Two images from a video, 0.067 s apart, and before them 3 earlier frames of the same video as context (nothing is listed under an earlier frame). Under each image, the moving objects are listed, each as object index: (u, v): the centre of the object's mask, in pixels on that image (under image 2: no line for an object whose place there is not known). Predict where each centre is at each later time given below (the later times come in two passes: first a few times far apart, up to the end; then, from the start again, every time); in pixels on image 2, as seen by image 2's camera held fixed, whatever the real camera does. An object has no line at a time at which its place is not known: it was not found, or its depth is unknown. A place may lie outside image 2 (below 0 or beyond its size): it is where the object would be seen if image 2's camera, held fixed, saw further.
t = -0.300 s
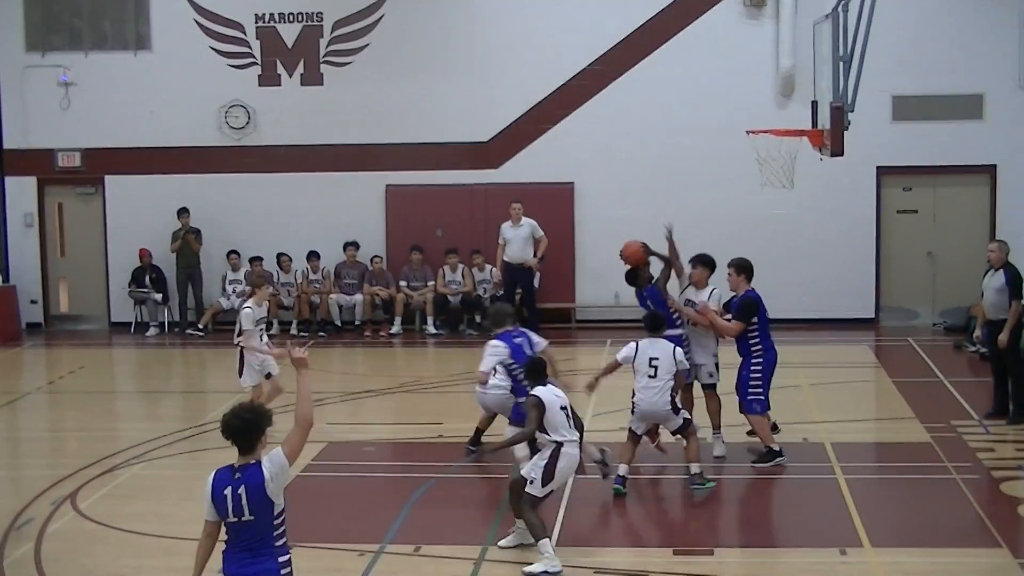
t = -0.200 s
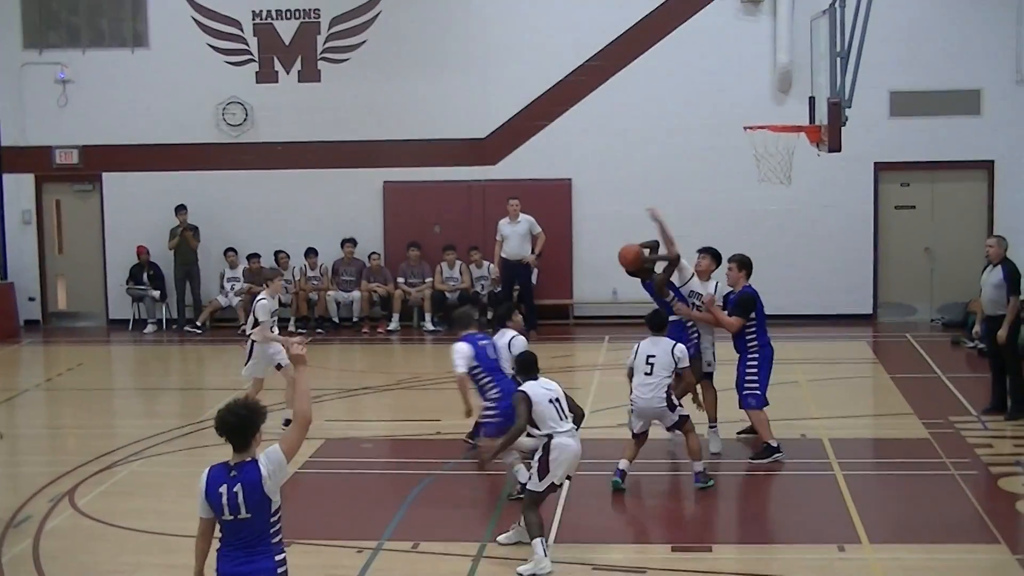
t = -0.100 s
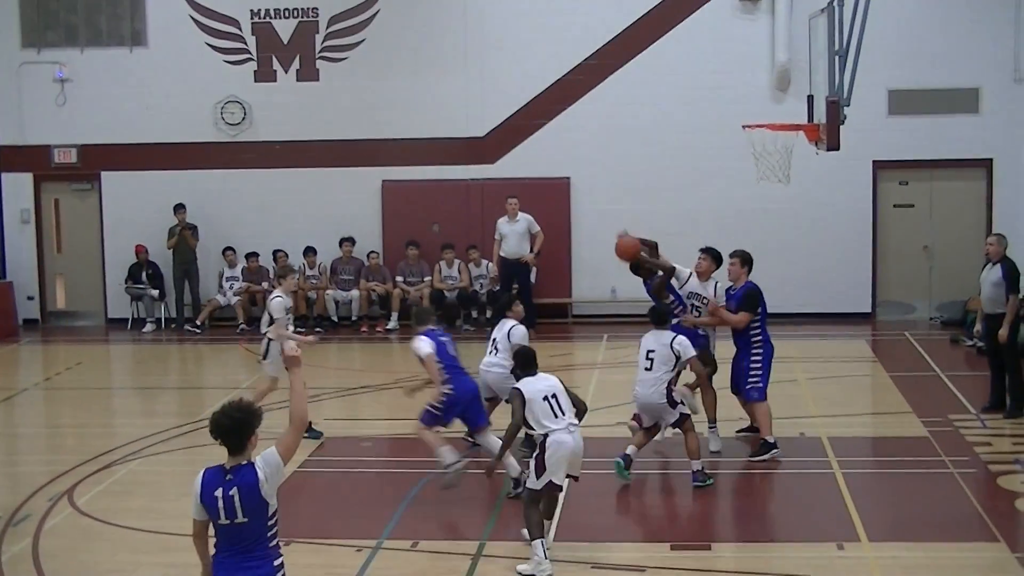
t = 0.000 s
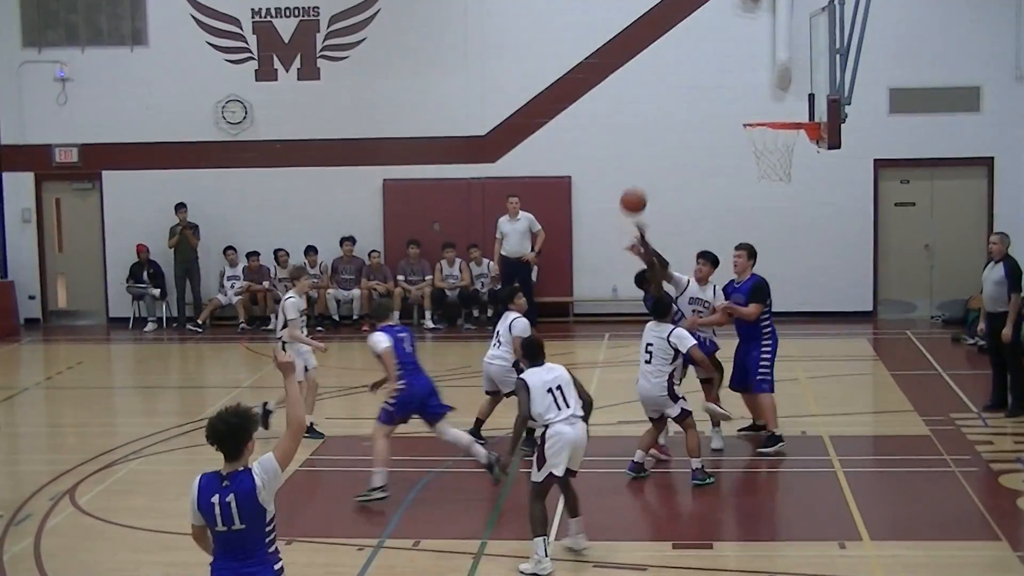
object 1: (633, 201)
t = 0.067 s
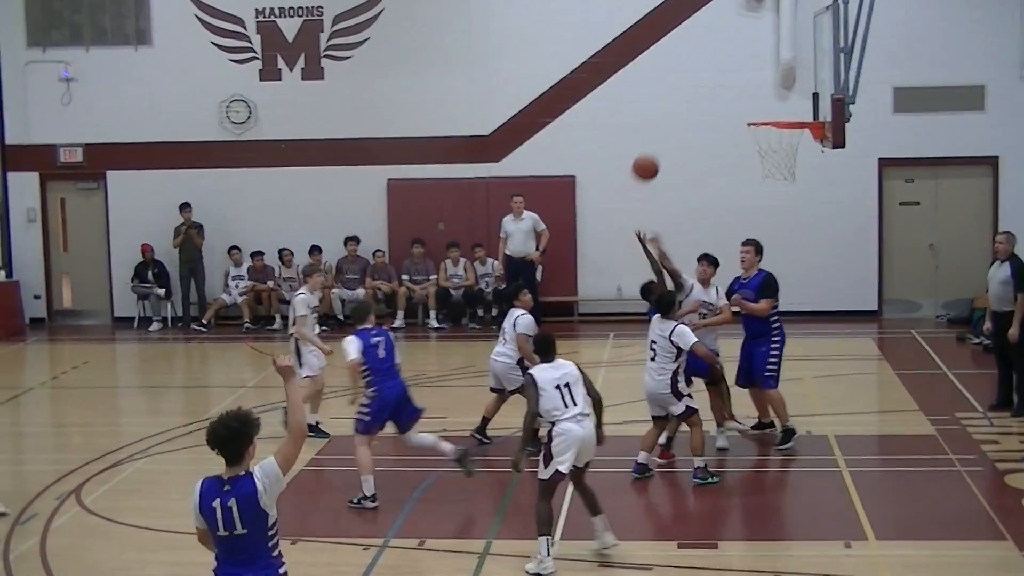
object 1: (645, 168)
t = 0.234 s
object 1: (667, 105)
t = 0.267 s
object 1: (671, 96)
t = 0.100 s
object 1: (649, 153)
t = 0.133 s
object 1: (653, 139)
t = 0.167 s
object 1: (657, 127)
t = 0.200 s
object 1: (662, 116)
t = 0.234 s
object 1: (667, 105)
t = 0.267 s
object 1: (671, 96)
